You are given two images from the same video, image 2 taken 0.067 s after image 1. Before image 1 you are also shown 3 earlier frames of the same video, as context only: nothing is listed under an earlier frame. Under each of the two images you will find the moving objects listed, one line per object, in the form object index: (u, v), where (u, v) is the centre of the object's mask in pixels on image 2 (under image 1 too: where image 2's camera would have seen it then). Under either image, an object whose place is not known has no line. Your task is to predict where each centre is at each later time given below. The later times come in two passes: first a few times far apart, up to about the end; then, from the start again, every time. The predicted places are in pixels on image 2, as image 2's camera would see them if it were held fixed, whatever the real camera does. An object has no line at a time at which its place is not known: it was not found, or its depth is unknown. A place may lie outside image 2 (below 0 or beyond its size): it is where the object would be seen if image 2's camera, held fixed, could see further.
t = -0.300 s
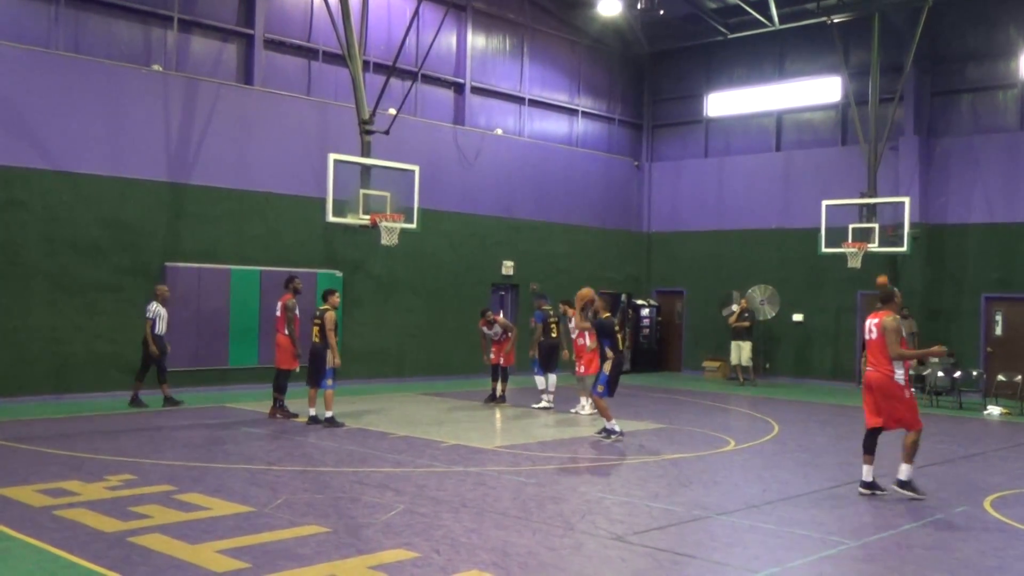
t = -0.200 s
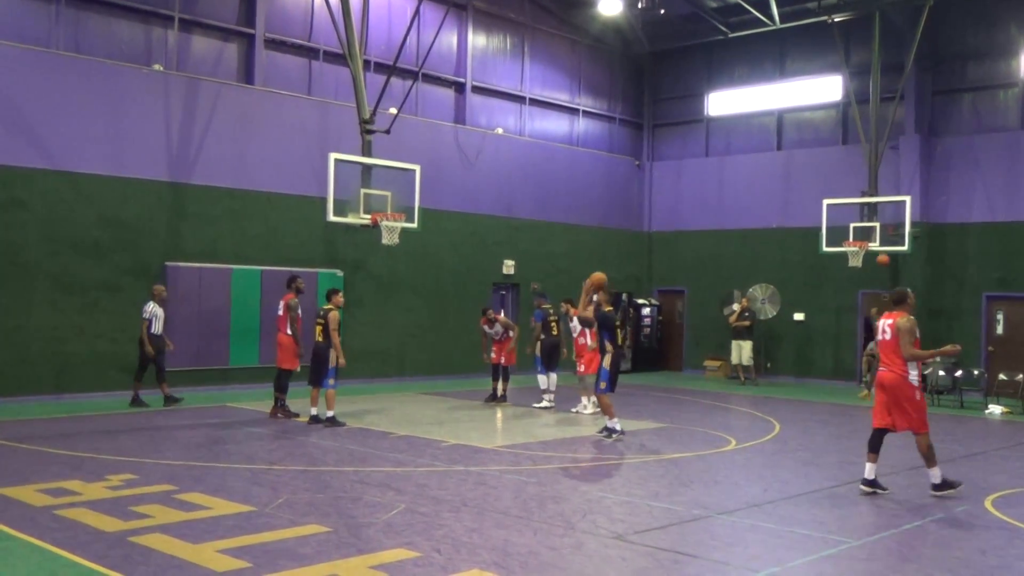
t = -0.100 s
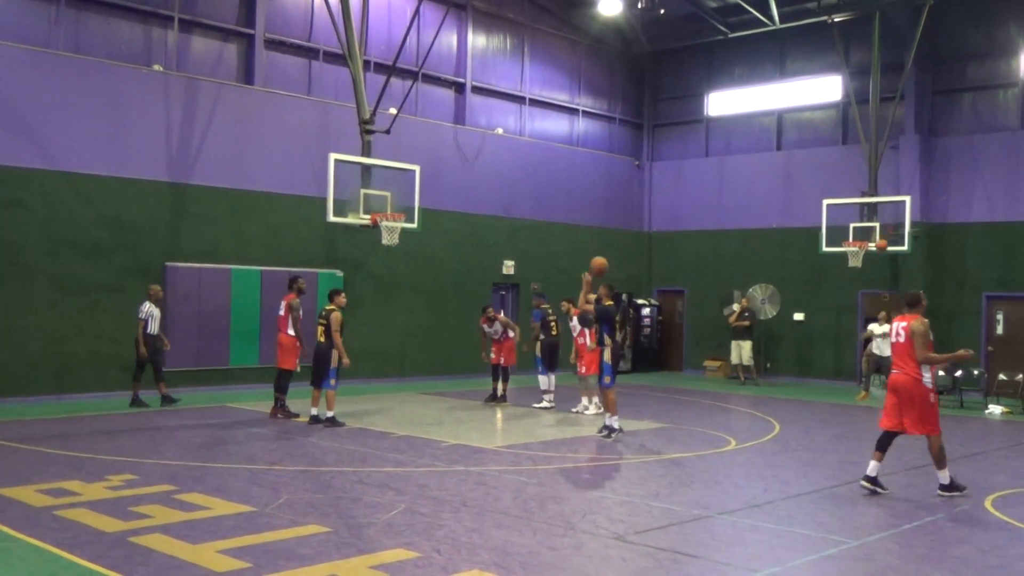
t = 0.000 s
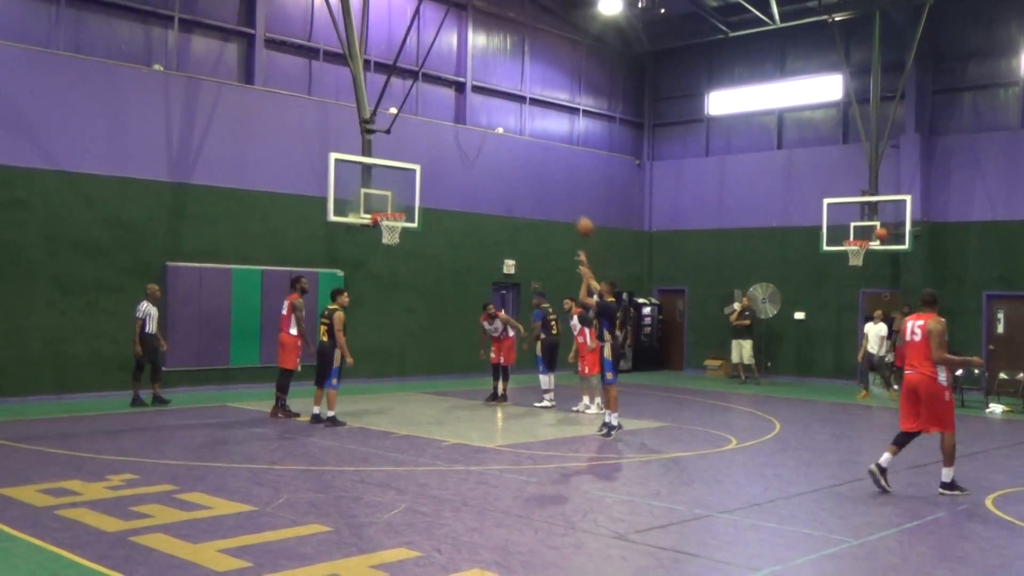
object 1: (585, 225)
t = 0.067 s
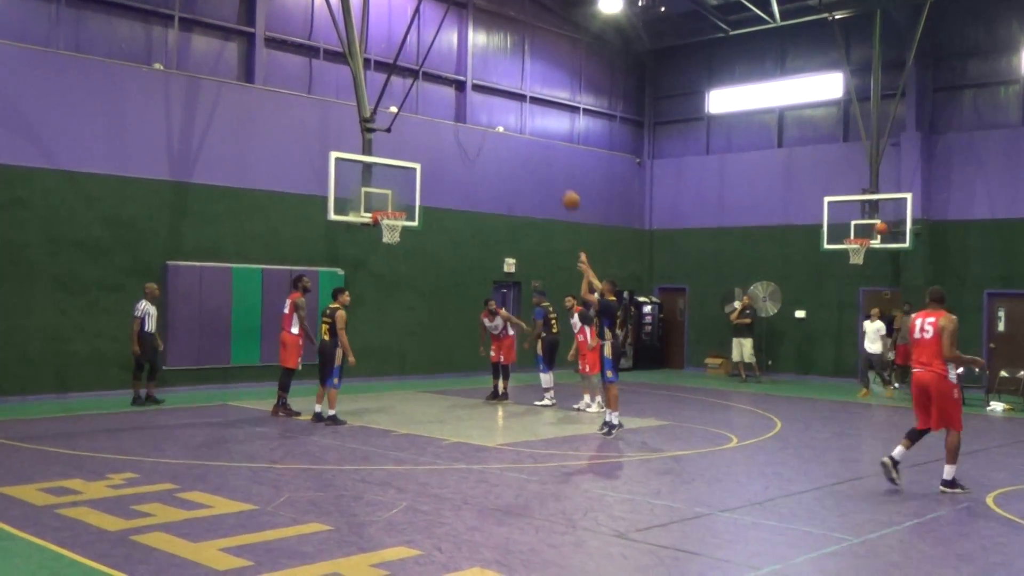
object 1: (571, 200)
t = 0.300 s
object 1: (524, 141)
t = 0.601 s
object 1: (469, 123)
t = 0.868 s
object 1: (423, 156)
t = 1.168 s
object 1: (381, 223)
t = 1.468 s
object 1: (389, 261)
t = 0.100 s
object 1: (563, 189)
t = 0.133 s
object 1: (557, 179)
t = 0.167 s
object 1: (550, 169)
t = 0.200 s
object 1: (544, 161)
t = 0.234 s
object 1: (536, 154)
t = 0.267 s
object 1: (530, 147)
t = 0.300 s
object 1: (524, 141)
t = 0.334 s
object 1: (517, 136)
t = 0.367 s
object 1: (511, 132)
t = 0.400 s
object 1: (505, 129)
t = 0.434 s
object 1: (498, 126)
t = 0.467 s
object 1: (492, 124)
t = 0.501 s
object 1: (486, 123)
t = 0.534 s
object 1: (481, 122)
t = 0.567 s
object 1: (474, 122)
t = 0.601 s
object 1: (469, 123)
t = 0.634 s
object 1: (463, 125)
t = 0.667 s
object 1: (457, 127)
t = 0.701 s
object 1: (451, 131)
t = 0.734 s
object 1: (446, 134)
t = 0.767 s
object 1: (440, 139)
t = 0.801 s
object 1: (434, 144)
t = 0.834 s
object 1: (429, 150)
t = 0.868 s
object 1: (423, 156)
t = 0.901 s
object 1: (418, 163)
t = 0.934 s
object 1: (412, 172)
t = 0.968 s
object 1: (407, 179)
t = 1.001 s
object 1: (402, 187)
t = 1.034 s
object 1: (397, 197)
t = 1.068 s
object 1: (392, 205)
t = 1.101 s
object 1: (388, 212)
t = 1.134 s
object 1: (385, 217)
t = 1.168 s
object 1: (381, 223)
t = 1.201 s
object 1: (383, 226)
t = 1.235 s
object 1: (383, 228)
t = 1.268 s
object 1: (383, 230)
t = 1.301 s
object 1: (384, 234)
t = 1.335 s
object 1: (385, 238)
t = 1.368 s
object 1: (386, 242)
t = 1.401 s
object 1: (388, 248)
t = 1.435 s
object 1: (388, 254)
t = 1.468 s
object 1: (389, 261)
